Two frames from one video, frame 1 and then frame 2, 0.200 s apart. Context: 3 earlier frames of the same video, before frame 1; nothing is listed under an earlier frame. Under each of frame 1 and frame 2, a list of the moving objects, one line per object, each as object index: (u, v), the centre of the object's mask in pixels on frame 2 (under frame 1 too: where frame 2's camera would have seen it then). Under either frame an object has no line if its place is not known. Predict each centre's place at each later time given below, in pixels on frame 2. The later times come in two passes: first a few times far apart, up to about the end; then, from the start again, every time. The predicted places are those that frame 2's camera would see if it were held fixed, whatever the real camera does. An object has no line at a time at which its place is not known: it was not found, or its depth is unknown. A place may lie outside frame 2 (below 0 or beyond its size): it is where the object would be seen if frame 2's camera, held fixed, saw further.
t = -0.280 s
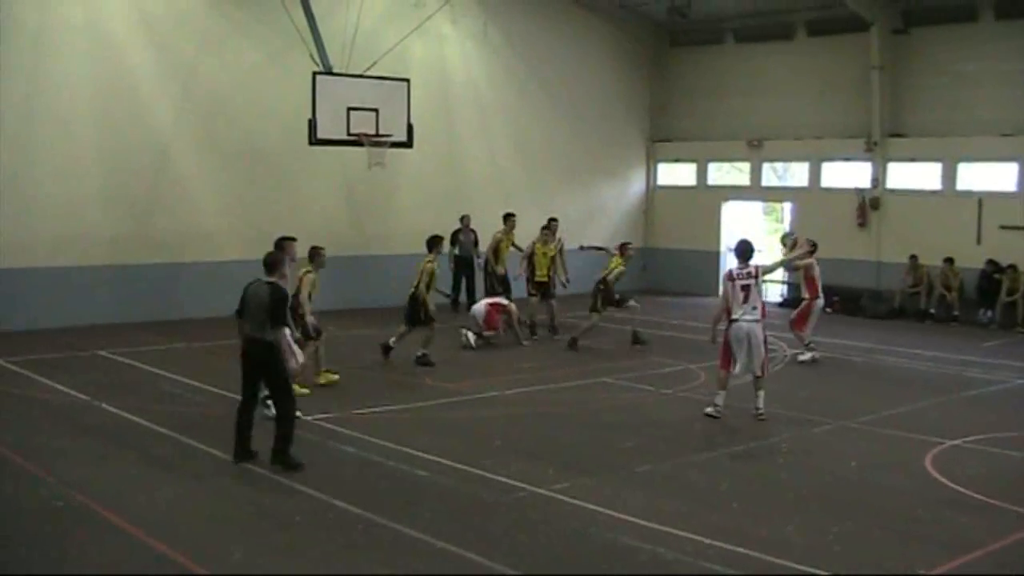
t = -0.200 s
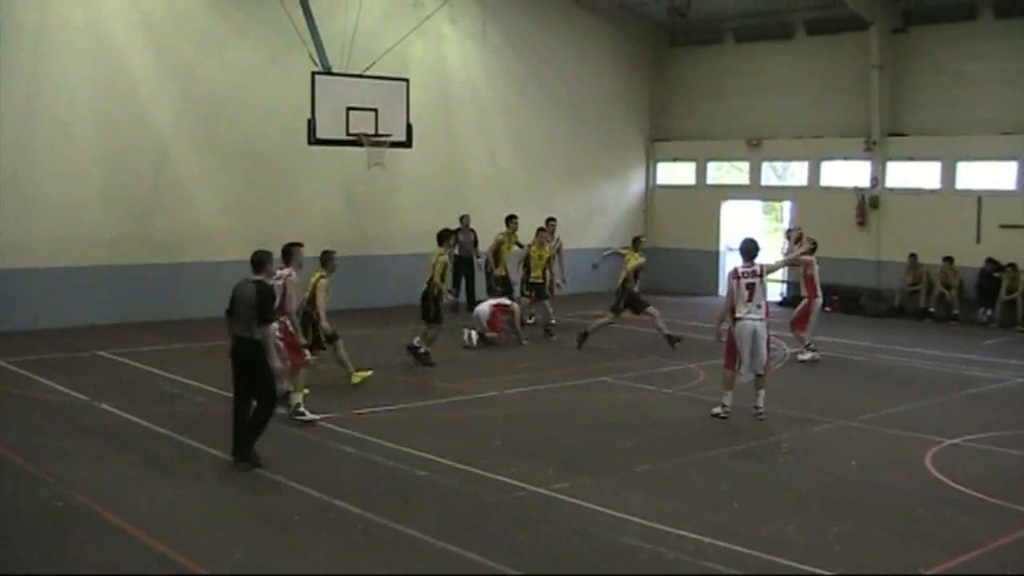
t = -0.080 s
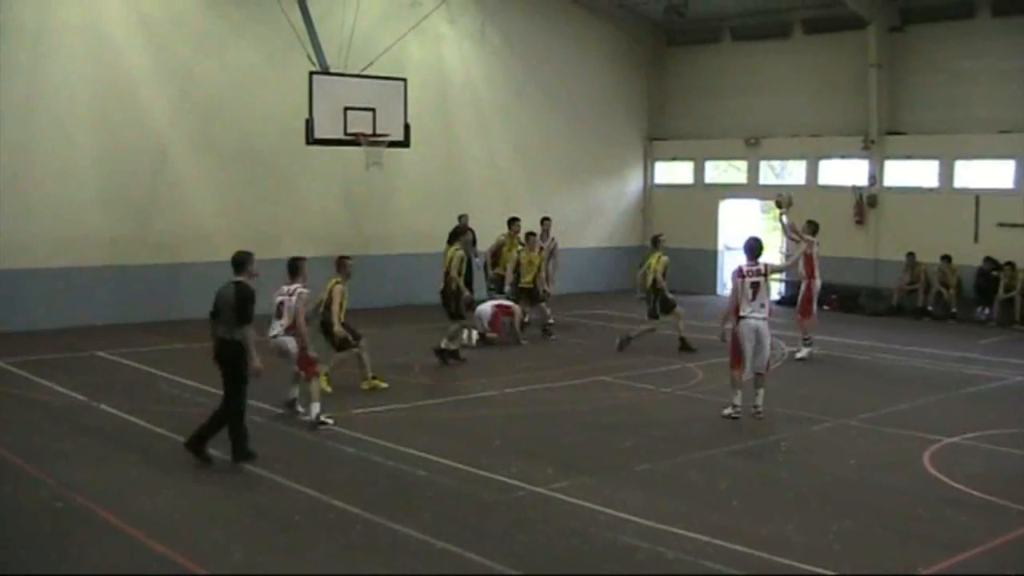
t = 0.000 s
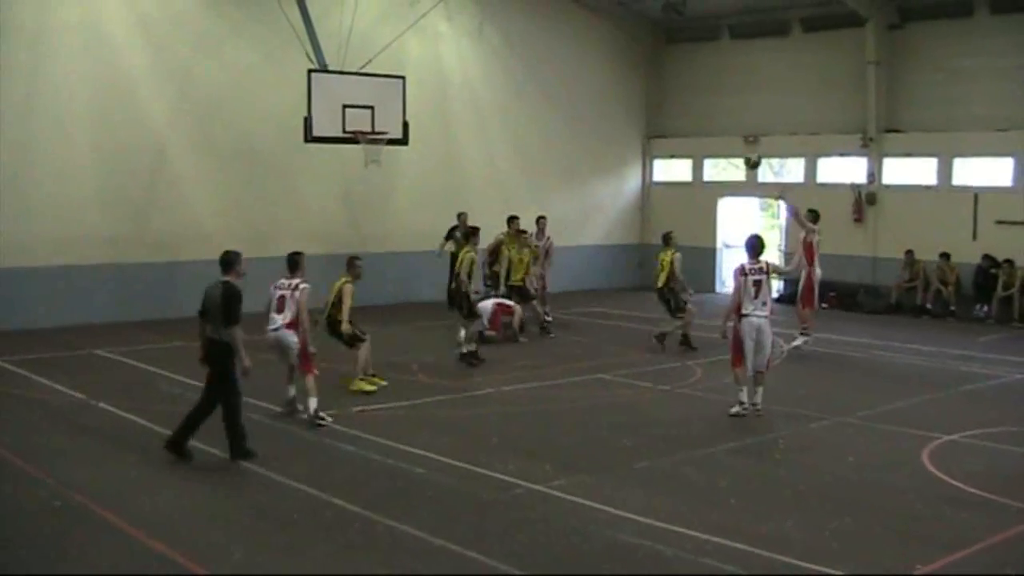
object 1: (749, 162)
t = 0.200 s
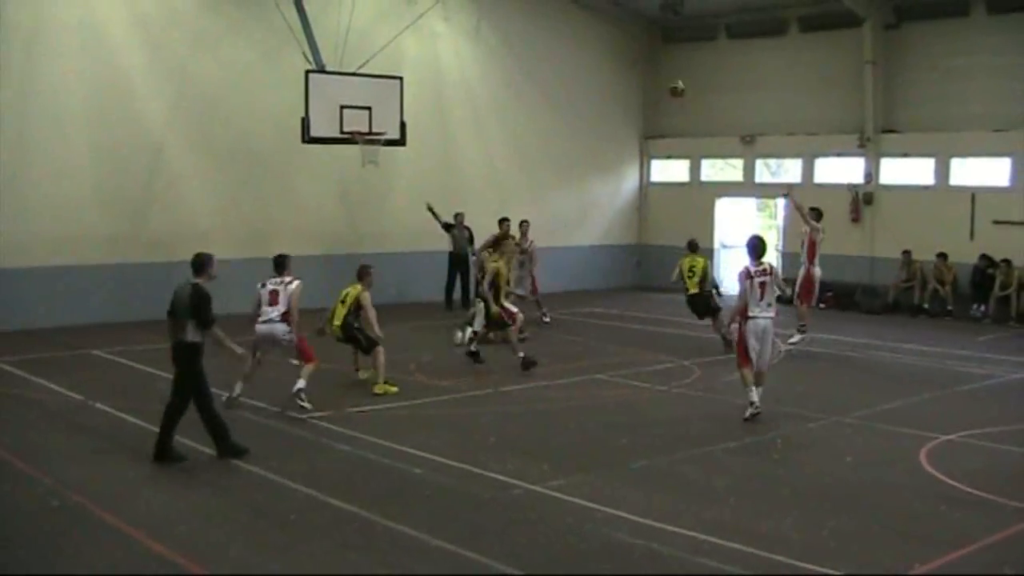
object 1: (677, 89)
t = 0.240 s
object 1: (661, 78)
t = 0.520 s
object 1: (565, 36)
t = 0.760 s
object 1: (488, 44)
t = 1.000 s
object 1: (416, 88)
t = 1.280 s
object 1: (351, 106)
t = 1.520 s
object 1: (344, 97)
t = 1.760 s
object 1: (335, 127)
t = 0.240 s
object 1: (661, 78)
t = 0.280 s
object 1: (647, 68)
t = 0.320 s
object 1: (633, 60)
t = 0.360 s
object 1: (620, 53)
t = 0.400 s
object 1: (606, 47)
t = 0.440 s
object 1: (592, 43)
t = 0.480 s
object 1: (578, 39)
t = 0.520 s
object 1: (565, 36)
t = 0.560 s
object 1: (551, 35)
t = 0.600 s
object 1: (539, 35)
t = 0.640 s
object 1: (525, 36)
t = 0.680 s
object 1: (513, 37)
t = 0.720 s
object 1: (501, 40)
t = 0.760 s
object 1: (488, 44)
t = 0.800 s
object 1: (476, 48)
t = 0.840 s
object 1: (464, 54)
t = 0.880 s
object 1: (451, 61)
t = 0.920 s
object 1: (440, 69)
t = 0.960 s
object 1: (428, 78)
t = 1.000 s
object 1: (416, 88)
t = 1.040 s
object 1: (406, 99)
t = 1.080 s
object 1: (394, 111)
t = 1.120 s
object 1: (382, 124)
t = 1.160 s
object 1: (374, 121)
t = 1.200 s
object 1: (365, 114)
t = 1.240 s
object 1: (356, 110)
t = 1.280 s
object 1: (351, 106)
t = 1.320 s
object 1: (350, 102)
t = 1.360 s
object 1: (349, 99)
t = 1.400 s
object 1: (348, 97)
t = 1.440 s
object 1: (347, 97)
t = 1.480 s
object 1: (345, 97)
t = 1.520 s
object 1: (344, 97)
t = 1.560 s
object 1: (342, 99)
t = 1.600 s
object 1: (341, 102)
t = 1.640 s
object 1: (339, 107)
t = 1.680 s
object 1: (338, 112)
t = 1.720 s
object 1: (337, 119)
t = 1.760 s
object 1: (335, 127)
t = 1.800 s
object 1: (333, 135)
